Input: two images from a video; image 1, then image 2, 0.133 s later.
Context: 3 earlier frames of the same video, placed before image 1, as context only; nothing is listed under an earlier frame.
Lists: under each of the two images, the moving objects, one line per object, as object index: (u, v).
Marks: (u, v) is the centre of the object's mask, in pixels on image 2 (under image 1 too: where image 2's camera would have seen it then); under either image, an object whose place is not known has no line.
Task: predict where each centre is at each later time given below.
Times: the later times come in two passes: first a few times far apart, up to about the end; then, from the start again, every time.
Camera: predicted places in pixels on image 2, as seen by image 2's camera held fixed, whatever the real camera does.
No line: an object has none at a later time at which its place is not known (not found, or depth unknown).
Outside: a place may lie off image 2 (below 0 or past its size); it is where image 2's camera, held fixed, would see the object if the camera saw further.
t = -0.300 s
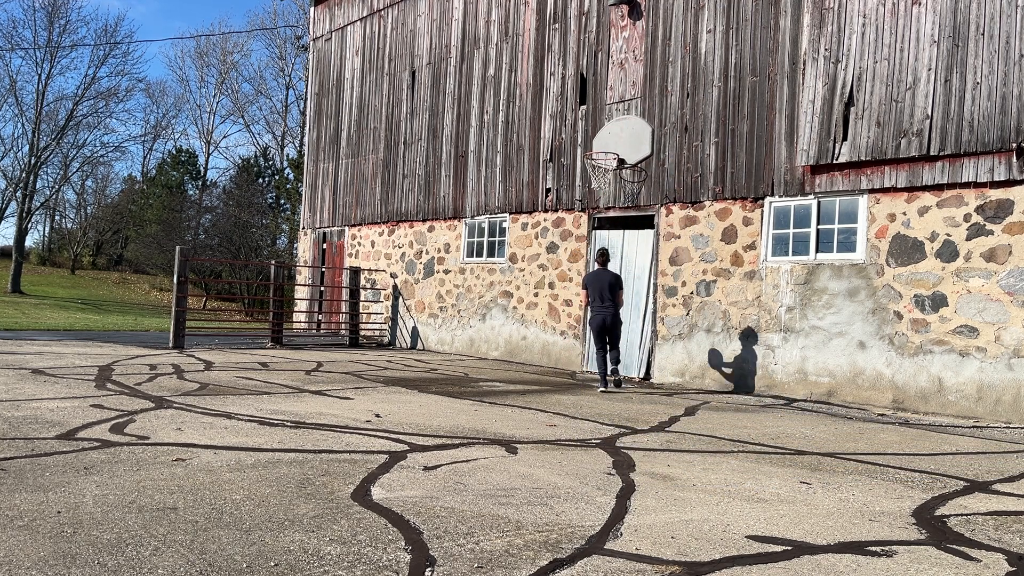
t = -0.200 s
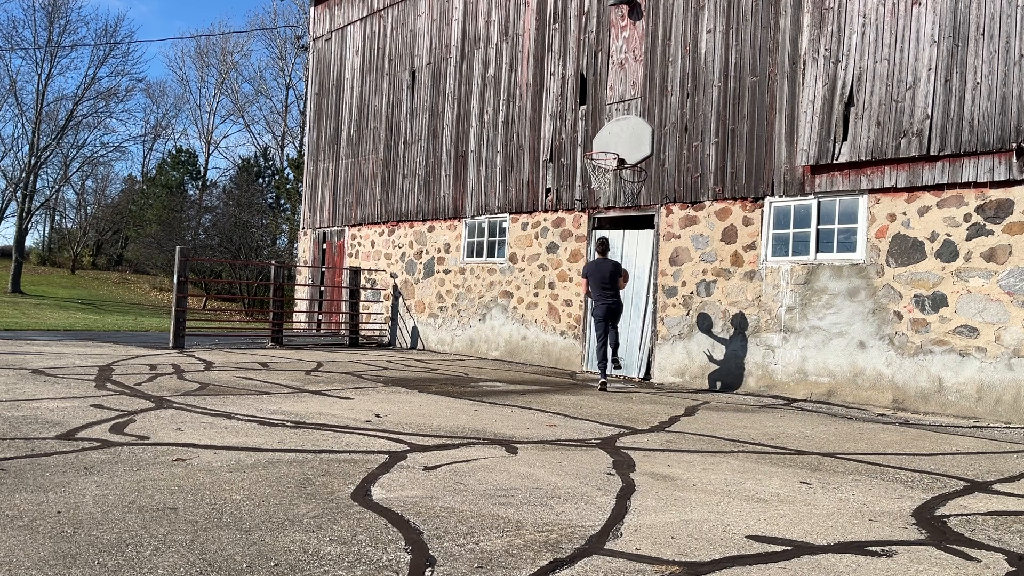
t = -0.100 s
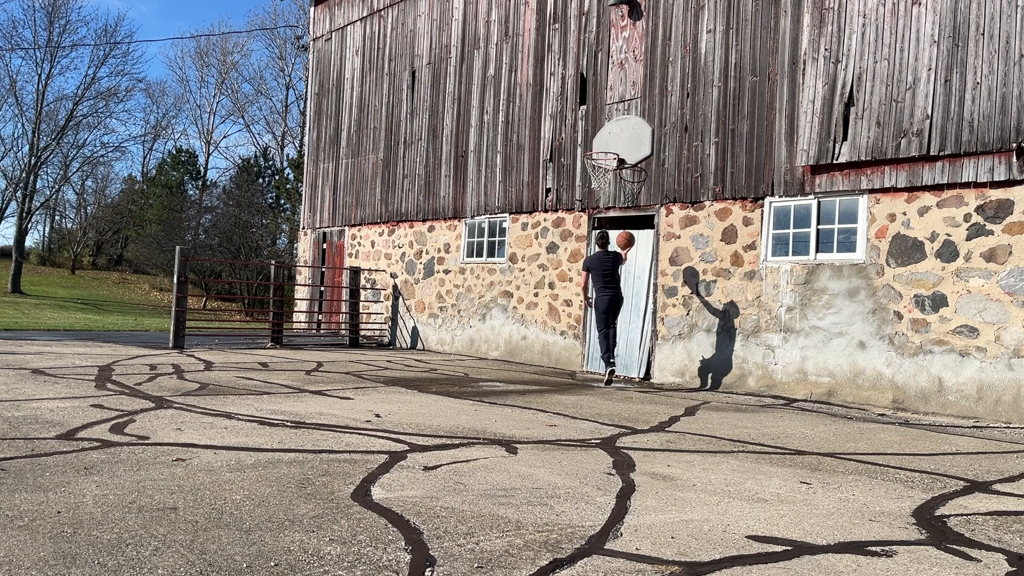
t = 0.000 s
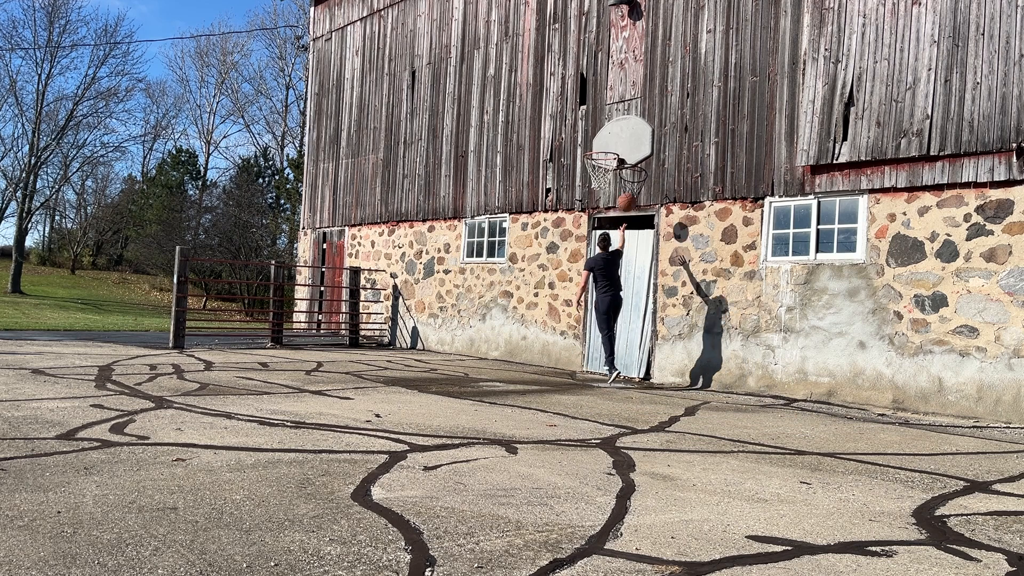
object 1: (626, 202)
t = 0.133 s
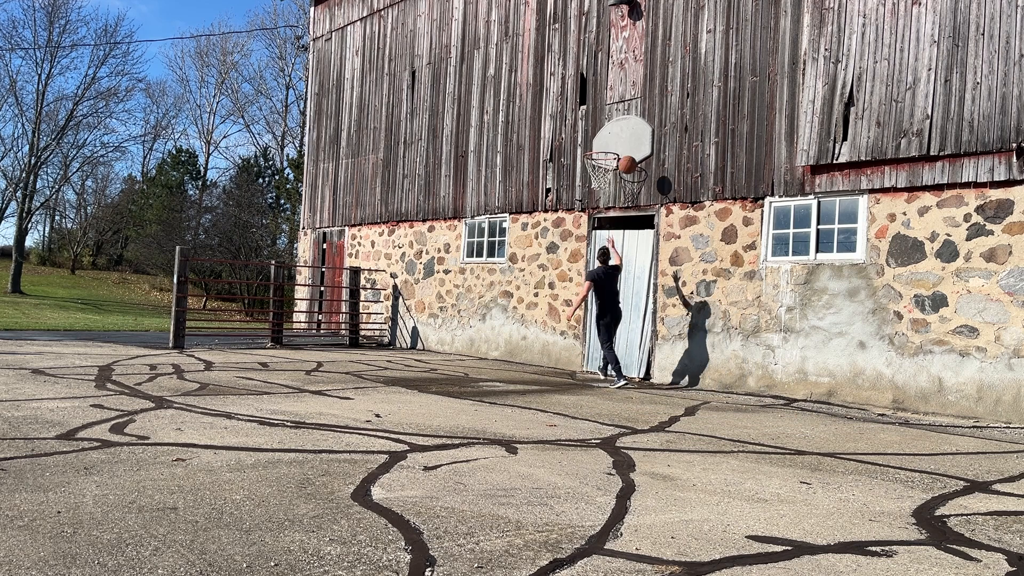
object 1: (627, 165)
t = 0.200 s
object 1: (628, 152)
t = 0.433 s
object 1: (622, 132)
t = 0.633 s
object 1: (603, 141)
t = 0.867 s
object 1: (603, 166)
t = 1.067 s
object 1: (611, 177)
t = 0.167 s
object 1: (628, 158)
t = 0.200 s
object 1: (628, 152)
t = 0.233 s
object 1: (628, 146)
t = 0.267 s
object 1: (628, 142)
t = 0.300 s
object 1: (627, 139)
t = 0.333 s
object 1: (627, 136)
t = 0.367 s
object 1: (627, 135)
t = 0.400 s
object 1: (625, 133)
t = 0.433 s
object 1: (622, 132)
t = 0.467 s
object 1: (619, 131)
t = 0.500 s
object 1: (616, 132)
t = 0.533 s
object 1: (613, 133)
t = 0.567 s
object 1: (609, 135)
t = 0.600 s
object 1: (606, 137)
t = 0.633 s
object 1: (603, 141)
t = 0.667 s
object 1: (599, 144)
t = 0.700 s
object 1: (595, 150)
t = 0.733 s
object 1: (594, 154)
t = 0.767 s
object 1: (596, 156)
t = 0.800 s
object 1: (597, 159)
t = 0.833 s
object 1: (600, 162)
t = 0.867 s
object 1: (603, 166)
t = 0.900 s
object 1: (605, 168)
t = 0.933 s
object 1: (607, 168)
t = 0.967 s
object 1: (608, 169)
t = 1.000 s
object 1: (610, 172)
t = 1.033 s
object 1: (610, 177)
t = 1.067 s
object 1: (611, 177)
